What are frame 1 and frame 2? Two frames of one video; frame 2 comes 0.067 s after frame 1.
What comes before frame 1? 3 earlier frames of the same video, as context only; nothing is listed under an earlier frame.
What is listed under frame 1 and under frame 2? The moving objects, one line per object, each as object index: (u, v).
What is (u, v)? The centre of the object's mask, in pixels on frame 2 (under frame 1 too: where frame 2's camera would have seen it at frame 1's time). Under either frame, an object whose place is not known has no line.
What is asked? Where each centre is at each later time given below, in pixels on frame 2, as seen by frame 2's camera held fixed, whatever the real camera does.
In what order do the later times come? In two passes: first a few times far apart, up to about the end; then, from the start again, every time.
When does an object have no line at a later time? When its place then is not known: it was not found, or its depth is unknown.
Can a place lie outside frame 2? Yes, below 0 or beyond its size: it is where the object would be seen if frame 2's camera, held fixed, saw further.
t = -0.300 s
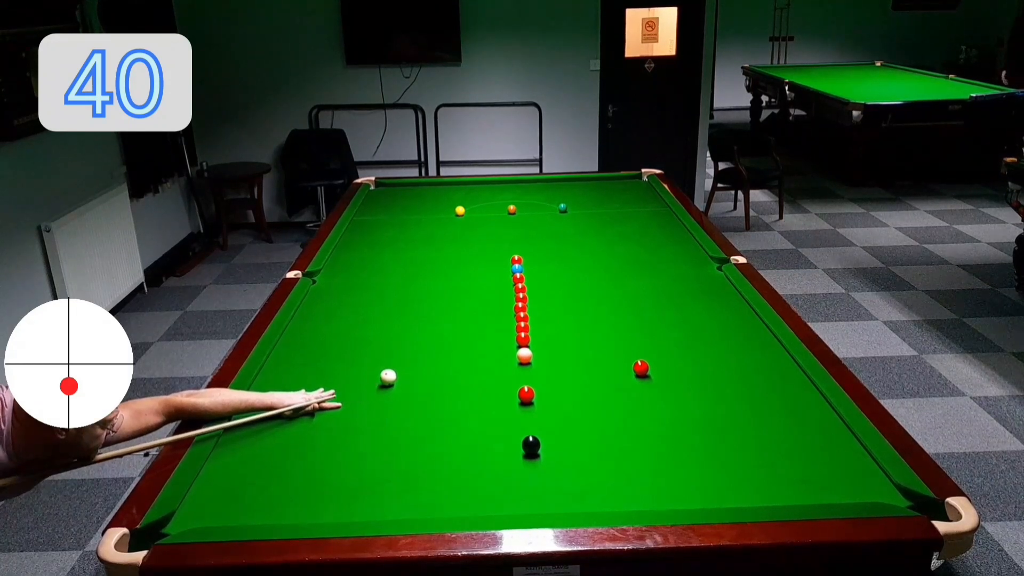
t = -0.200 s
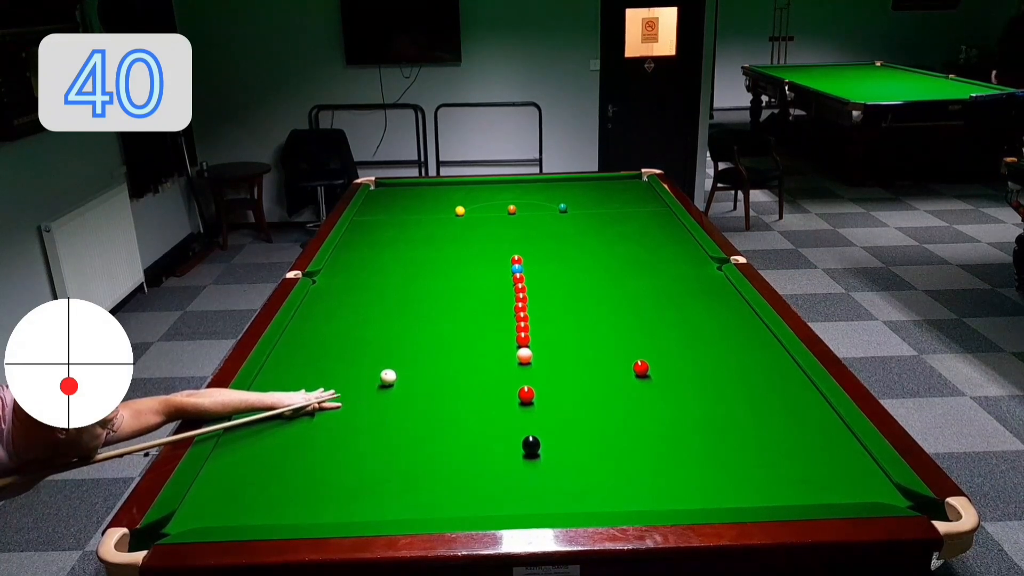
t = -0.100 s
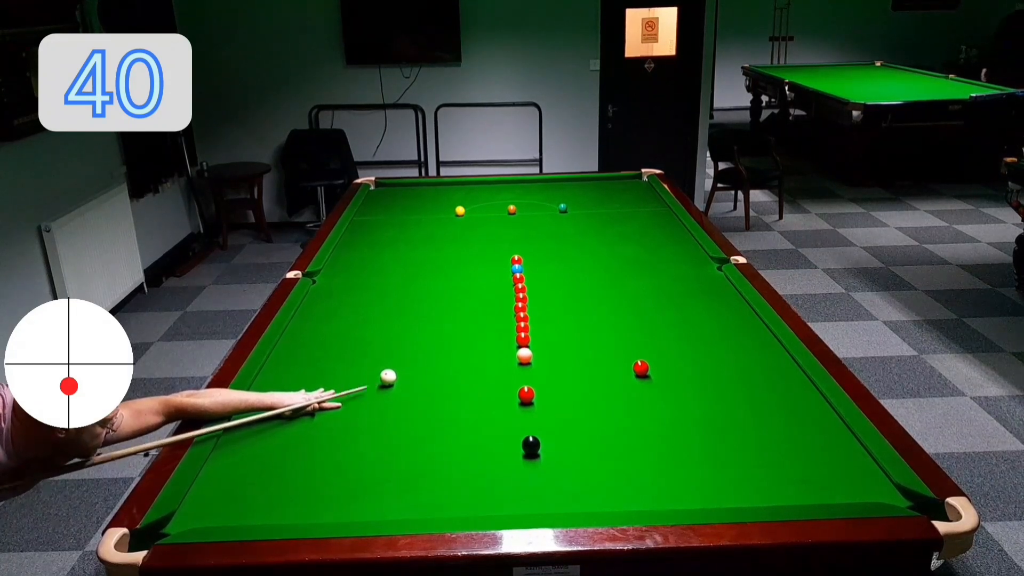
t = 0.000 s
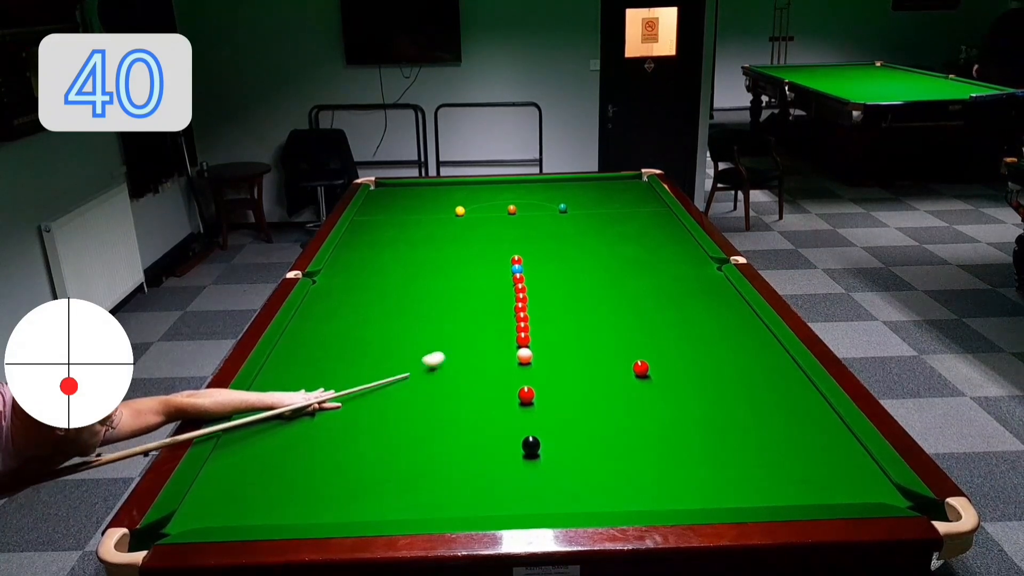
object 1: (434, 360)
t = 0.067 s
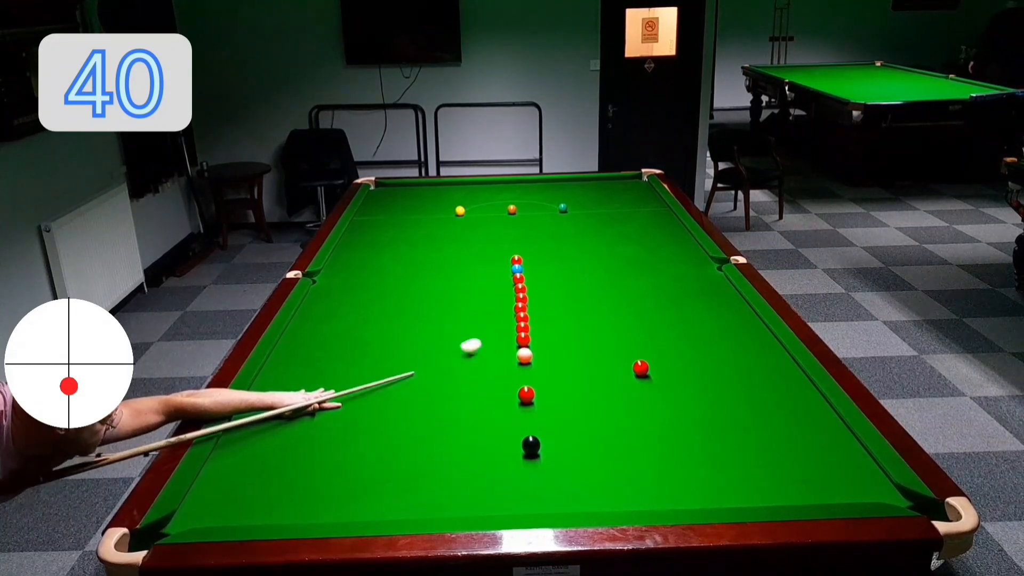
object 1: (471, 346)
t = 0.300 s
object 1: (503, 332)
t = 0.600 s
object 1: (485, 334)
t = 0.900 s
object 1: (469, 336)
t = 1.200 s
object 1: (455, 337)
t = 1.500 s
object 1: (443, 338)
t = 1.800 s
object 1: (432, 339)
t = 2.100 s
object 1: (424, 340)
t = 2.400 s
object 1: (417, 341)
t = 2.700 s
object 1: (412, 341)
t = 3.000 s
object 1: (409, 342)
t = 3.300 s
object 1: (409, 342)
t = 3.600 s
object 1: (409, 342)
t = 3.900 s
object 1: (409, 342)
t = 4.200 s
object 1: (409, 342)
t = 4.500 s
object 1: (409, 342)
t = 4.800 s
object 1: (409, 342)
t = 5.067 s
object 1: (409, 342)
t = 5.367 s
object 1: (409, 342)
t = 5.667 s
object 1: (409, 342)
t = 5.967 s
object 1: (409, 342)
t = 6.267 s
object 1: (409, 342)
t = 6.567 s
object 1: (409, 342)
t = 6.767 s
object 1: (409, 342)
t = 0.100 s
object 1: (487, 340)
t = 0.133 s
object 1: (503, 335)
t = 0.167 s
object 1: (510, 332)
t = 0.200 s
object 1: (509, 332)
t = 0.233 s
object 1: (507, 332)
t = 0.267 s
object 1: (505, 332)
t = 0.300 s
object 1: (503, 332)
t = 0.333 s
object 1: (501, 333)
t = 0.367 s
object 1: (499, 333)
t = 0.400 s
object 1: (497, 333)
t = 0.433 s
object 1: (495, 333)
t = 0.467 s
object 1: (493, 333)
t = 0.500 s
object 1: (491, 334)
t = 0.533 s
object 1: (489, 334)
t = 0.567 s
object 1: (487, 334)
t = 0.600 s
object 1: (485, 334)
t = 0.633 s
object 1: (484, 335)
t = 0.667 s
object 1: (482, 335)
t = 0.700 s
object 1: (480, 335)
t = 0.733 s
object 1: (478, 335)
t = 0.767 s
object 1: (476, 335)
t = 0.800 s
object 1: (474, 335)
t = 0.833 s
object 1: (473, 336)
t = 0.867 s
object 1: (471, 336)
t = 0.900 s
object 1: (469, 336)
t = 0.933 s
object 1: (468, 336)
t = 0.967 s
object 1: (466, 336)
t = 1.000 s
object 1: (464, 337)
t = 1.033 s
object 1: (463, 337)
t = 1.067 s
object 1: (461, 337)
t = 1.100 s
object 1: (460, 337)
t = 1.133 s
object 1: (458, 337)
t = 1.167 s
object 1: (456, 337)
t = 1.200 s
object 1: (455, 337)
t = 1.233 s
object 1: (453, 338)
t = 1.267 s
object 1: (452, 338)
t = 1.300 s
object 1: (451, 338)
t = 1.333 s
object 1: (449, 338)
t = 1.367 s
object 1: (448, 338)
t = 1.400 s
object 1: (447, 338)
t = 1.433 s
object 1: (445, 338)
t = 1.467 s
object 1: (444, 338)
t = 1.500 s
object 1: (443, 338)
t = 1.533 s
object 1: (442, 339)
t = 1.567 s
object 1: (440, 339)
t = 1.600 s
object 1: (439, 339)
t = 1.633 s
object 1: (438, 339)
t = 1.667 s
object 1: (437, 339)
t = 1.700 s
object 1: (436, 339)
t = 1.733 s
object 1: (435, 339)
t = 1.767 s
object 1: (433, 339)
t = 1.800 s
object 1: (432, 339)
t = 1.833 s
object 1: (431, 340)
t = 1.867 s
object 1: (430, 340)
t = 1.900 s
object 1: (429, 340)
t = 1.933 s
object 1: (428, 340)
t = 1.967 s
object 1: (427, 340)
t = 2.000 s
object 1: (426, 340)
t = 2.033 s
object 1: (425, 340)
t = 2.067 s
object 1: (425, 340)
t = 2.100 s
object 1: (424, 340)
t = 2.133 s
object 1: (423, 340)
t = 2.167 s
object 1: (422, 341)
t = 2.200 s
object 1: (421, 341)
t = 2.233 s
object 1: (421, 341)
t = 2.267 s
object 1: (420, 341)
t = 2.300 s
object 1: (419, 341)
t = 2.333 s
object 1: (418, 341)
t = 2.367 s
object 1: (418, 341)
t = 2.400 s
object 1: (417, 341)
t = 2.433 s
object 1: (416, 341)
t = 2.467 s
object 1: (416, 341)
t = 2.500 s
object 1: (415, 341)
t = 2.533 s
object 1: (415, 341)
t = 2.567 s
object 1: (414, 341)
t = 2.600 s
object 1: (413, 341)
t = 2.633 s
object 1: (413, 341)
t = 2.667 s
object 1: (413, 341)
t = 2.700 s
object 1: (412, 341)
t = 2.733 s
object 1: (412, 341)
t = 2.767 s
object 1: (411, 342)
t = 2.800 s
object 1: (411, 342)
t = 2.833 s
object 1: (411, 342)
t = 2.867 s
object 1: (410, 342)
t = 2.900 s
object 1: (410, 341)
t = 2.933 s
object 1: (410, 342)
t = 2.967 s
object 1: (409, 342)
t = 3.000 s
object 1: (409, 342)
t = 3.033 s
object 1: (409, 342)
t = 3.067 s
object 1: (409, 342)
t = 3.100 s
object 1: (409, 342)
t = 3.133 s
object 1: (409, 342)
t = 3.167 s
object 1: (409, 342)
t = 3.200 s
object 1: (409, 342)
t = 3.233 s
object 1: (409, 342)
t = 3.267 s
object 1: (409, 342)
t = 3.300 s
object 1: (409, 342)
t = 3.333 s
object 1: (409, 342)
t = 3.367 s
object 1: (409, 342)
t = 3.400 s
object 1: (409, 342)
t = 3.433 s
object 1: (409, 342)
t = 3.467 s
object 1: (409, 342)
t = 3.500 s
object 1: (409, 342)
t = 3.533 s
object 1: (409, 342)
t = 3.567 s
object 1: (409, 342)
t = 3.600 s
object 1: (409, 342)
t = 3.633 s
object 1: (409, 342)
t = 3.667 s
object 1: (409, 342)
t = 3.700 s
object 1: (409, 342)
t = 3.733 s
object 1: (409, 342)
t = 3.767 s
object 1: (409, 342)
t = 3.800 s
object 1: (409, 342)
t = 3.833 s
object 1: (409, 342)
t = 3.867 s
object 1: (409, 342)
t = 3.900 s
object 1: (409, 342)
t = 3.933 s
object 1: (409, 342)
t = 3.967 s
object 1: (409, 342)
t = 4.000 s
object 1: (409, 342)
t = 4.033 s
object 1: (409, 342)
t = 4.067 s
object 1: (409, 342)
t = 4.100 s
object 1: (409, 342)
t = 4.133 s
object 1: (409, 342)
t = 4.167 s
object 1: (409, 342)
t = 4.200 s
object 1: (409, 342)
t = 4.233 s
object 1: (409, 342)
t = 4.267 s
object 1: (409, 342)
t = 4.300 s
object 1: (409, 342)
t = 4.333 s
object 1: (409, 342)
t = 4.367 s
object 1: (409, 342)
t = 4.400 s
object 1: (409, 342)
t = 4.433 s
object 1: (409, 342)
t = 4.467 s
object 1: (409, 342)
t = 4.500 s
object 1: (409, 342)
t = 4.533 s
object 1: (409, 342)
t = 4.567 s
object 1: (409, 342)
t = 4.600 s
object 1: (409, 342)
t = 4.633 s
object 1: (409, 342)
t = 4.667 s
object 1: (409, 342)
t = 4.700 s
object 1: (409, 342)
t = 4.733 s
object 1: (409, 342)
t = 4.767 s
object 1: (409, 342)
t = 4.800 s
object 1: (409, 342)
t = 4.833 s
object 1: (409, 342)
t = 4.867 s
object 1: (409, 342)
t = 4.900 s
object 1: (409, 342)
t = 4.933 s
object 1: (409, 342)
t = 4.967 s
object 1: (409, 342)
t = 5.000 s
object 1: (409, 342)
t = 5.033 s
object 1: (409, 342)
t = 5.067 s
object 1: (409, 342)
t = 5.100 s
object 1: (409, 342)
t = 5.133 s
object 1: (409, 342)
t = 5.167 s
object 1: (409, 342)
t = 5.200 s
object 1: (409, 342)
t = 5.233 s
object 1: (409, 342)
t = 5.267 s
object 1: (409, 342)
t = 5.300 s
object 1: (409, 342)
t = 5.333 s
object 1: (409, 342)
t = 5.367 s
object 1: (409, 342)
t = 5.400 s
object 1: (409, 342)
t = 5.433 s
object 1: (409, 342)
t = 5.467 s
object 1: (409, 342)
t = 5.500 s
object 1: (409, 342)
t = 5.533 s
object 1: (409, 342)
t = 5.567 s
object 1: (409, 342)
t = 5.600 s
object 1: (409, 342)
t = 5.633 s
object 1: (409, 342)
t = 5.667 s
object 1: (409, 342)
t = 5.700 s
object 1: (409, 342)
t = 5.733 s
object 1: (409, 342)
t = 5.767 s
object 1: (409, 342)
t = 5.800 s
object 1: (409, 342)
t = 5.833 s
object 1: (409, 342)
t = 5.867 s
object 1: (409, 342)
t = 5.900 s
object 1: (409, 342)
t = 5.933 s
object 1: (409, 342)
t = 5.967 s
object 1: (409, 342)
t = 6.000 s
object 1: (409, 342)
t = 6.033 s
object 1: (409, 342)
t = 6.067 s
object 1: (409, 342)
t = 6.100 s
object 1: (409, 342)
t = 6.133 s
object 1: (409, 342)
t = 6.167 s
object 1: (409, 342)
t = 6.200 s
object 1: (409, 342)
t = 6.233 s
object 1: (409, 342)
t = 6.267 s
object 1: (409, 342)
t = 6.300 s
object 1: (409, 342)
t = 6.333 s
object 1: (409, 342)
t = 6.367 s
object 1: (409, 342)
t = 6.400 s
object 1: (409, 342)
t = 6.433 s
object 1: (409, 342)
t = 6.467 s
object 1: (409, 342)
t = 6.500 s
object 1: (409, 342)
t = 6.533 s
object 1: (409, 342)
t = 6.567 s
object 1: (409, 342)
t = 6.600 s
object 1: (409, 342)
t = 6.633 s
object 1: (409, 342)
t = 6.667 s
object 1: (409, 342)
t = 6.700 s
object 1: (409, 342)
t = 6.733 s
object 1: (409, 342)
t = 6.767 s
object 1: (409, 342)
